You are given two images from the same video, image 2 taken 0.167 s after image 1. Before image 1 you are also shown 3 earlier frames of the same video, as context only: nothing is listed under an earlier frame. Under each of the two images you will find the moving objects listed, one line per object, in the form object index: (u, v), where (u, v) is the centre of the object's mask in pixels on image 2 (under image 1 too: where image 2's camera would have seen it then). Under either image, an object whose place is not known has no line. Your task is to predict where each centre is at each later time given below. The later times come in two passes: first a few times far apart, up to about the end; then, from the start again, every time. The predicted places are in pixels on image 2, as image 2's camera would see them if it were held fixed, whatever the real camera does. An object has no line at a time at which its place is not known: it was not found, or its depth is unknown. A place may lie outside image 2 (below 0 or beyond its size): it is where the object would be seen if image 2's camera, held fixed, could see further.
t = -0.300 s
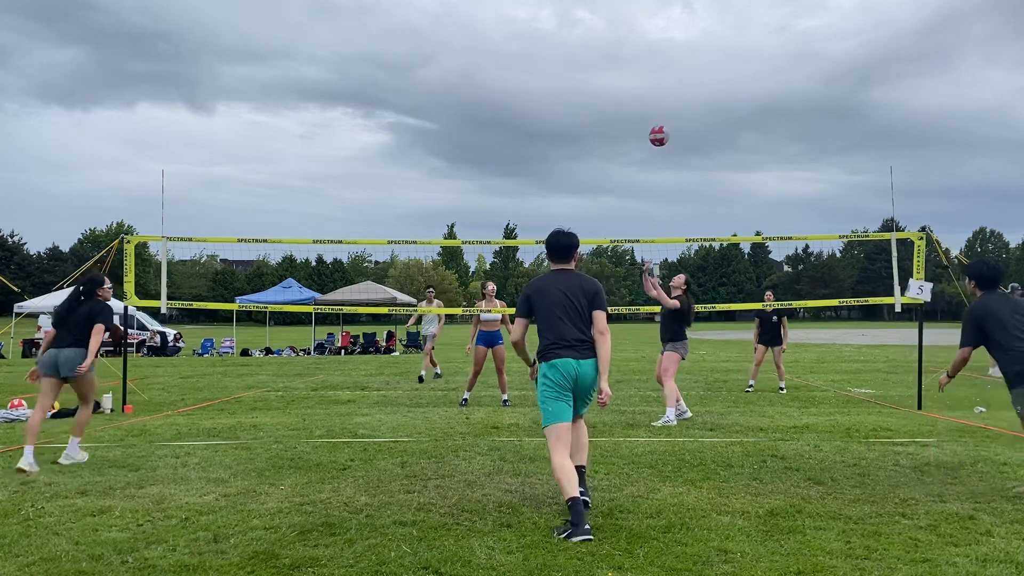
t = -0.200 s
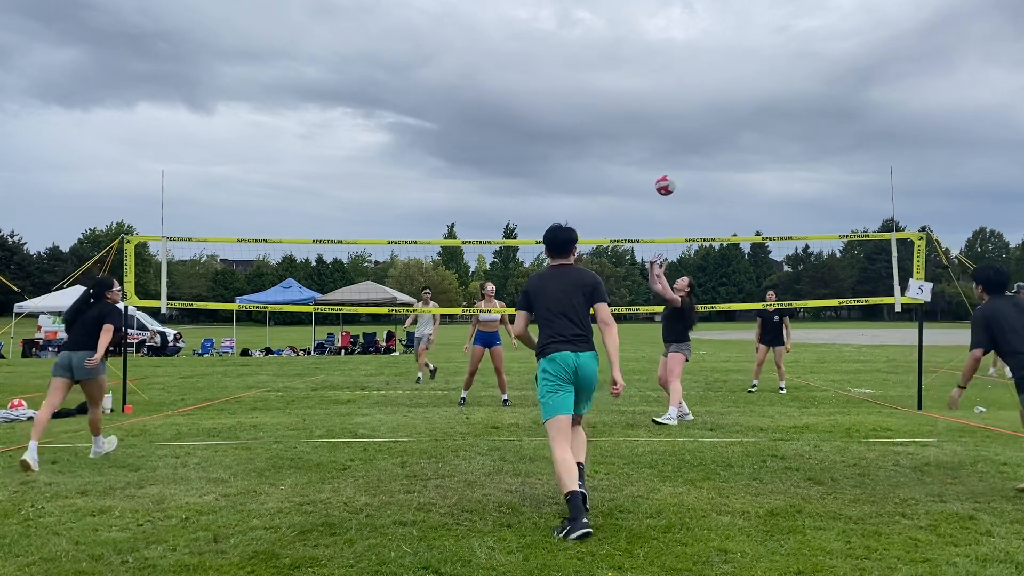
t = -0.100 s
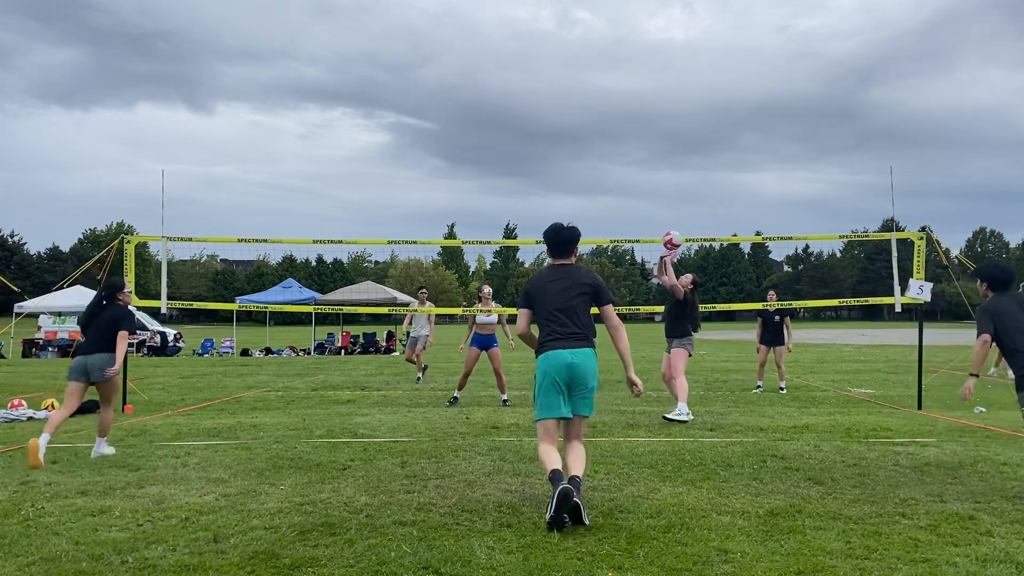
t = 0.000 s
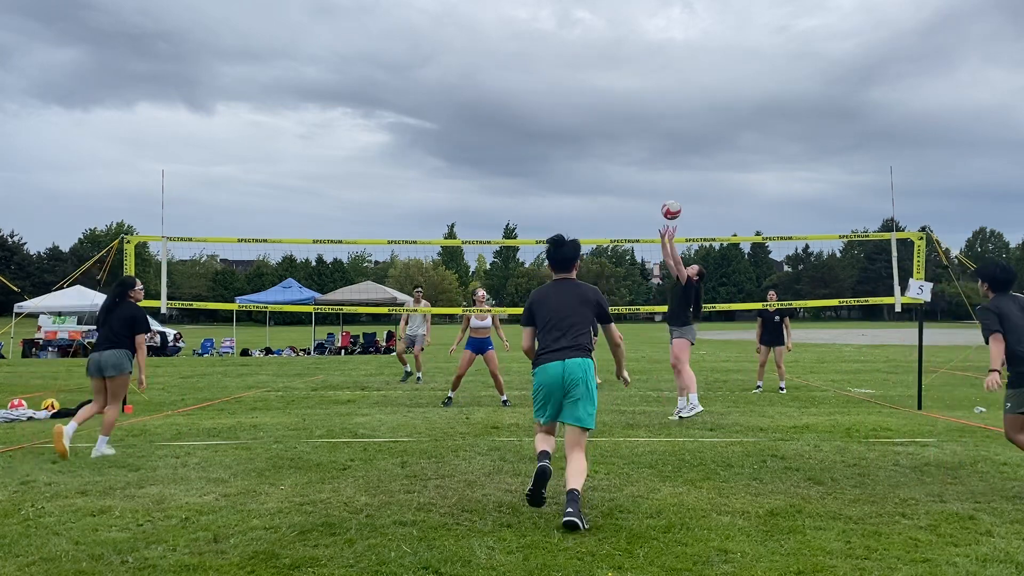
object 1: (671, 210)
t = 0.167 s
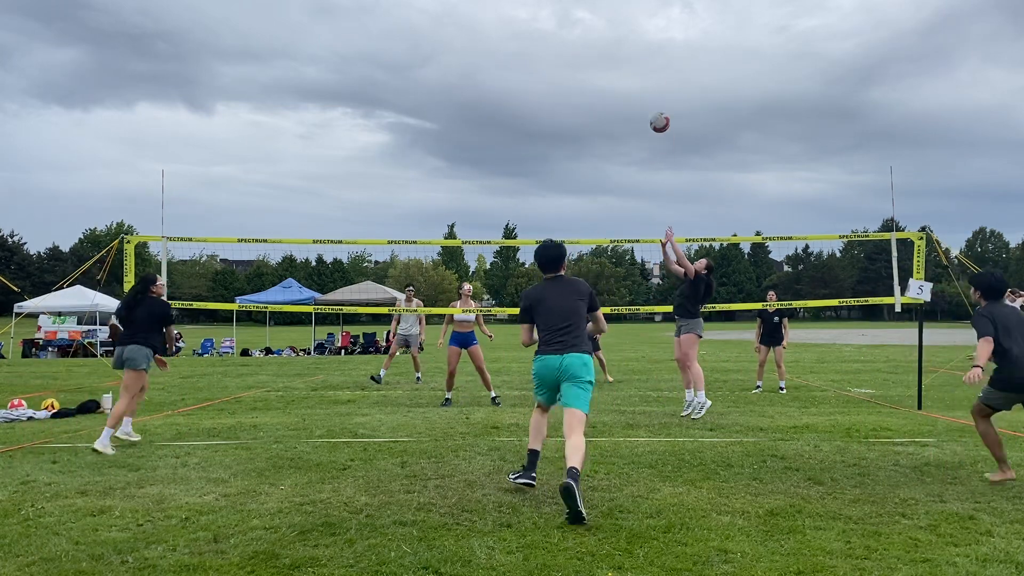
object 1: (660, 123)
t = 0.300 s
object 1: (651, 71)
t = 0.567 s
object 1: (634, 16)
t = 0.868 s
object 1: (616, 32)
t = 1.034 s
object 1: (608, 78)
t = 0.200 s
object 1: (657, 108)
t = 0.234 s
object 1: (655, 95)
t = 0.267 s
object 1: (653, 82)
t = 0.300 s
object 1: (651, 71)
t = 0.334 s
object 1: (649, 61)
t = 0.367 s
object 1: (646, 51)
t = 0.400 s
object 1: (644, 43)
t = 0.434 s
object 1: (642, 36)
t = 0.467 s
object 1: (640, 29)
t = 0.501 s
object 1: (638, 24)
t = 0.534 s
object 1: (636, 20)
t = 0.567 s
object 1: (634, 16)
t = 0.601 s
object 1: (632, 14)
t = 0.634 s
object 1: (630, 13)
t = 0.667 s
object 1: (628, 12)
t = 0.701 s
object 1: (626, 13)
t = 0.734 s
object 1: (624, 15)
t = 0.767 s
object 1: (622, 18)
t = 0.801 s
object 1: (620, 22)
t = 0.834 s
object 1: (618, 26)
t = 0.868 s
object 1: (616, 32)
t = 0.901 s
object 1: (615, 39)
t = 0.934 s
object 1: (613, 47)
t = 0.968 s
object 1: (611, 57)
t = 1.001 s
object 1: (610, 67)
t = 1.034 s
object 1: (608, 78)
